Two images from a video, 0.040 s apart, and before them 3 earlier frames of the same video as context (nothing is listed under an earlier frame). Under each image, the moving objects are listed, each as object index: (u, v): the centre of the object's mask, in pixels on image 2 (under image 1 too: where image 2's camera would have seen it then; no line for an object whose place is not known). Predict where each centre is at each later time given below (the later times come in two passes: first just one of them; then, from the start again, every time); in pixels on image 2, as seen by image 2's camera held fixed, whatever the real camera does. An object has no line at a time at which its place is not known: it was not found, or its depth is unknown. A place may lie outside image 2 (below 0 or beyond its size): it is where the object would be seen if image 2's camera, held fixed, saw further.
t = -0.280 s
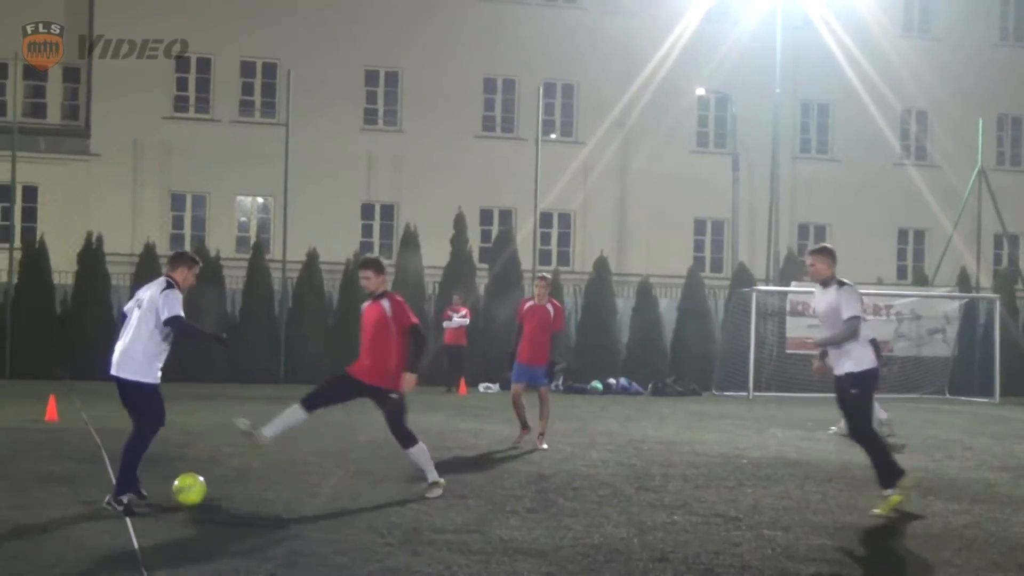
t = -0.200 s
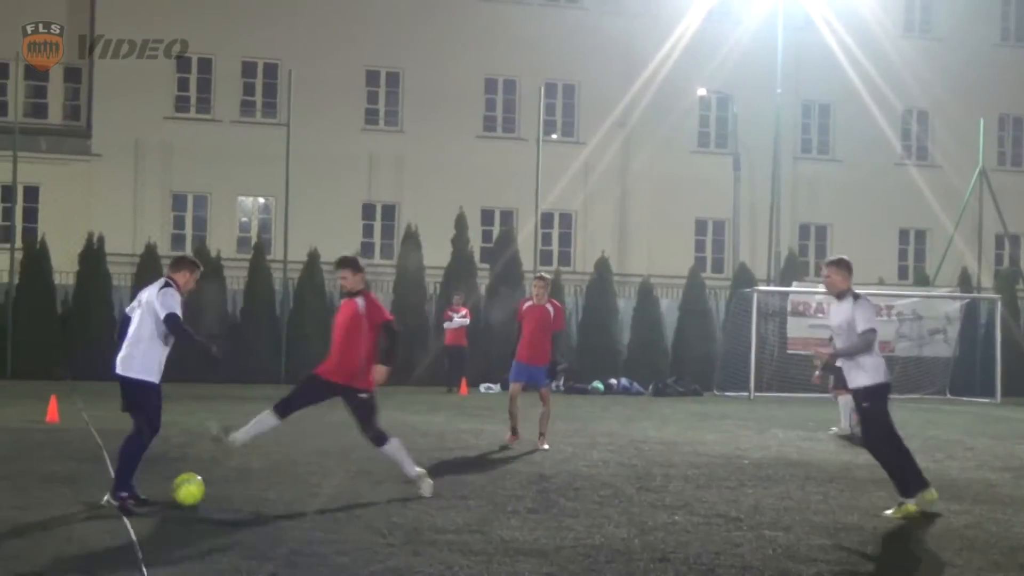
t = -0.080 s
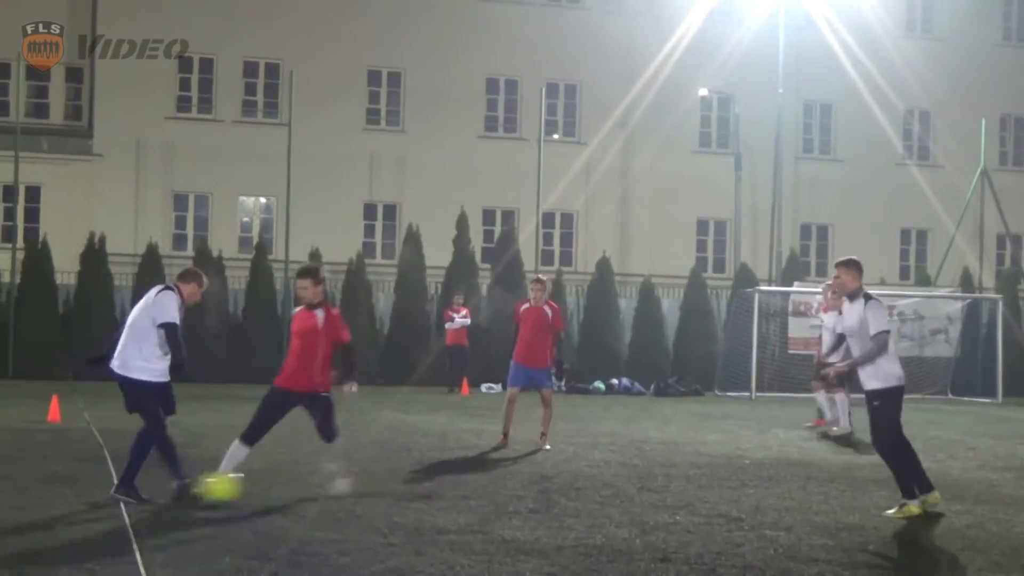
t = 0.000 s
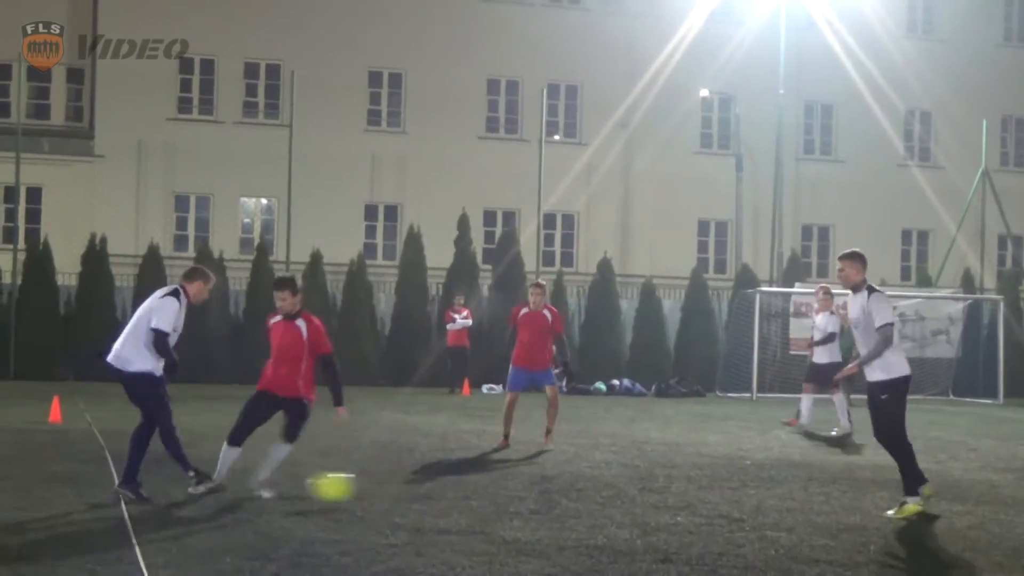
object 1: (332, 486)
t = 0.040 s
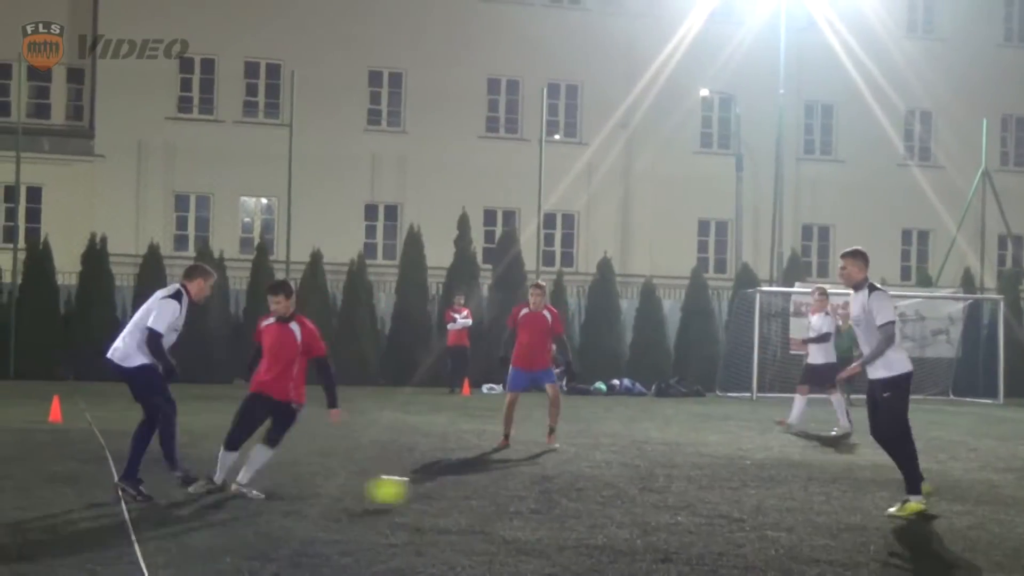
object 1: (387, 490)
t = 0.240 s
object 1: (624, 494)
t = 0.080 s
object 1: (439, 493)
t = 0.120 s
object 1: (487, 490)
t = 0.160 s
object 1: (535, 492)
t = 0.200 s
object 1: (582, 494)
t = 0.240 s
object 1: (624, 494)
